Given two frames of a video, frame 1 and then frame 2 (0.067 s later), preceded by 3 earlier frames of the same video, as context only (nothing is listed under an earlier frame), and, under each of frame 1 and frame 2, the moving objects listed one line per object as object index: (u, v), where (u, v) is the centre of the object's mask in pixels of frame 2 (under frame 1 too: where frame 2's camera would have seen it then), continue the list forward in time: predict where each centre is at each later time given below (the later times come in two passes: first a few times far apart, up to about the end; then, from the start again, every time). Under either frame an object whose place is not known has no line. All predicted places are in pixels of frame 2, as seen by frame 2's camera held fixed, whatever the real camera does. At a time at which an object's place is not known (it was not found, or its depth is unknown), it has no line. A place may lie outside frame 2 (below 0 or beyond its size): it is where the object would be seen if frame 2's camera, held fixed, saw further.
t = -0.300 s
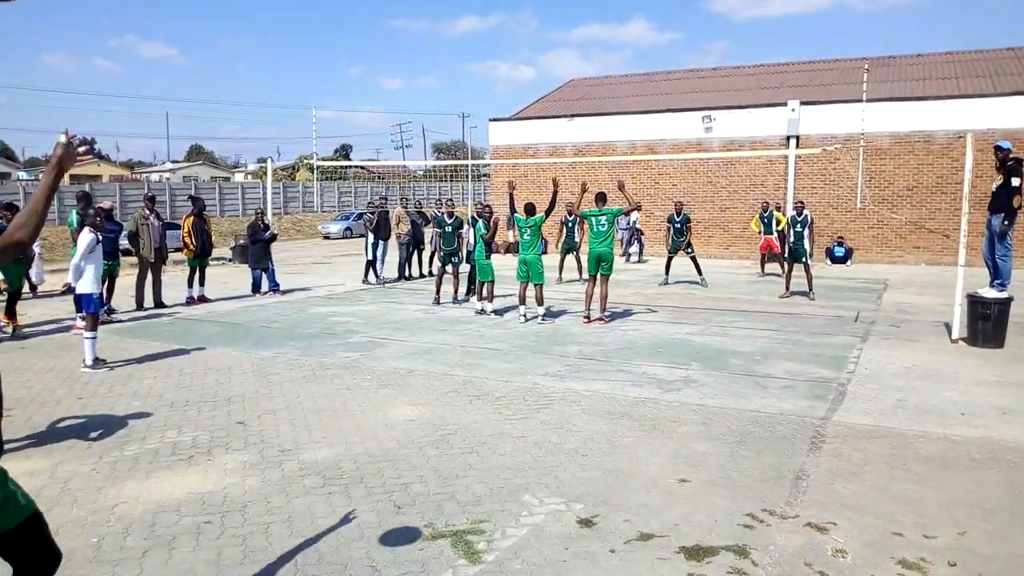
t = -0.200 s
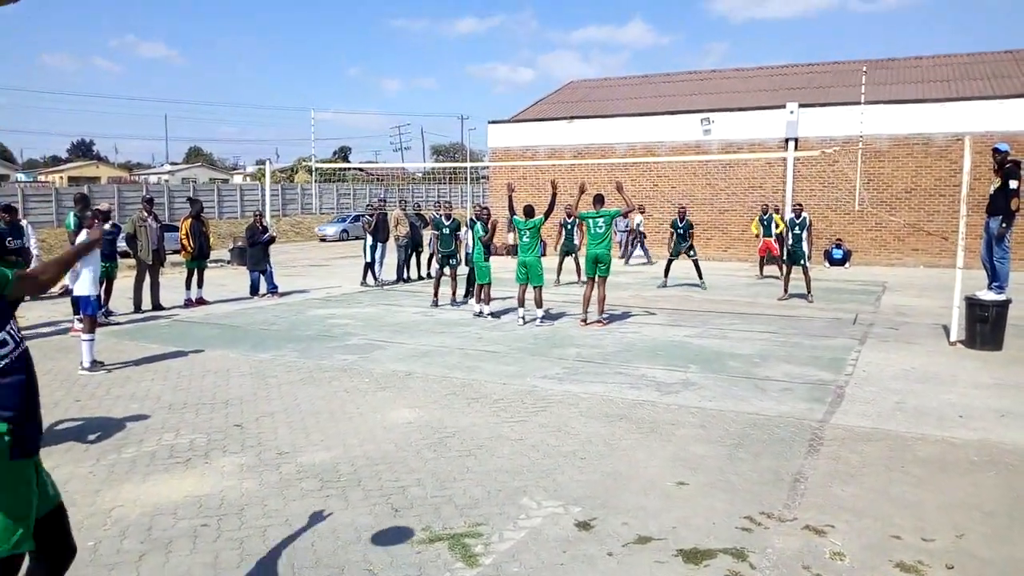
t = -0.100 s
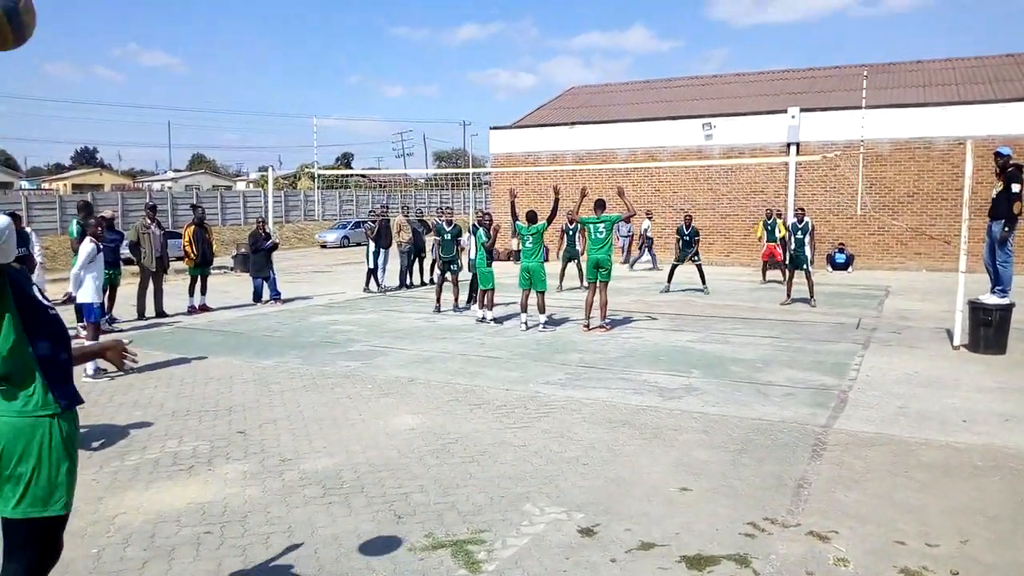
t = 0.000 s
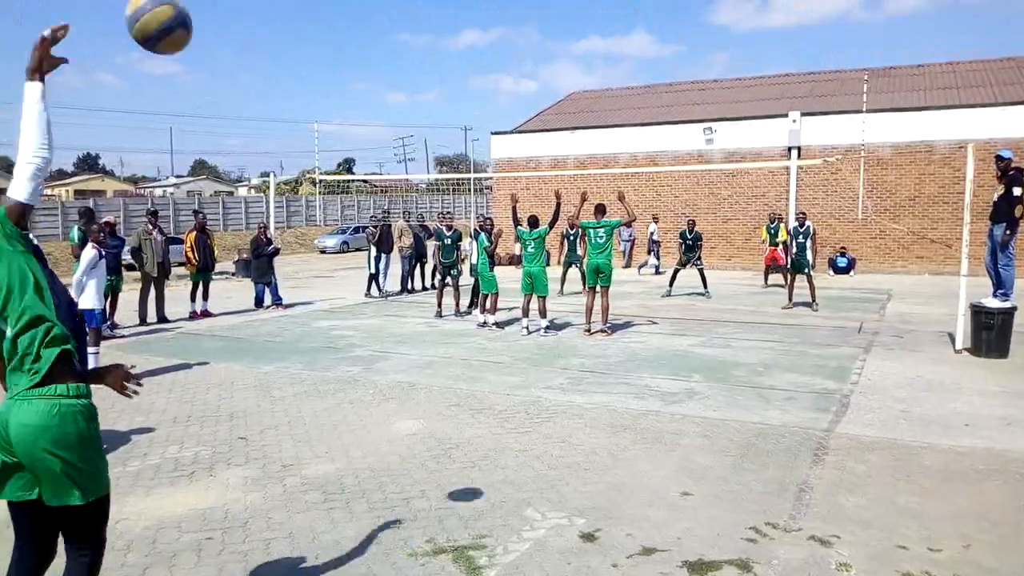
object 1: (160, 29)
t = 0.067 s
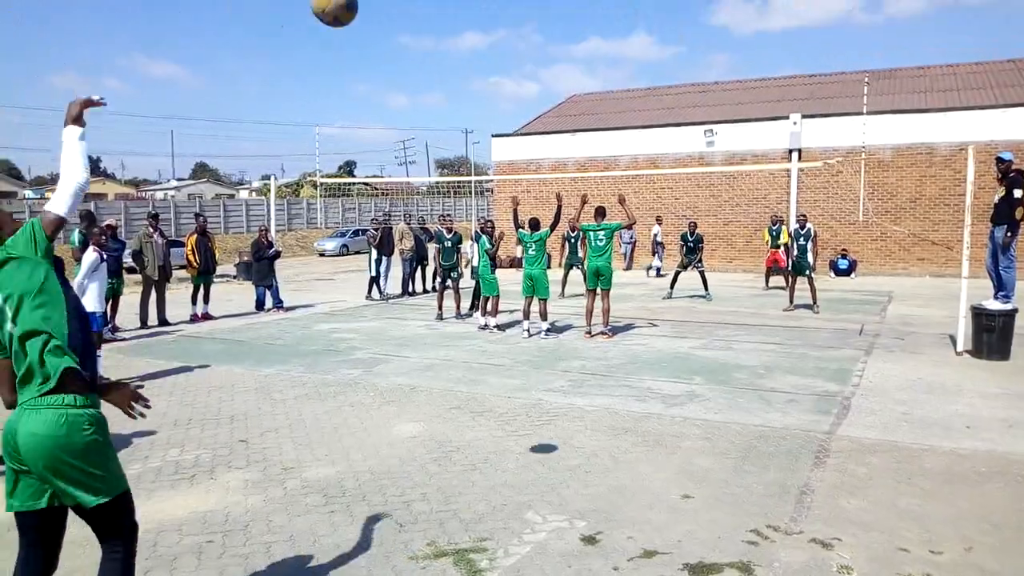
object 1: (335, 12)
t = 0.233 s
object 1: (548, 12)
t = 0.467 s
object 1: (672, 81)
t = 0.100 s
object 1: (395, 9)
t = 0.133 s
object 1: (444, 7)
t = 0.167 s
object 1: (485, 7)
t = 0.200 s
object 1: (519, 9)
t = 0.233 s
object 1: (548, 12)
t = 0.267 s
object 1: (573, 20)
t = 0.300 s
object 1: (595, 28)
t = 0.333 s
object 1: (614, 37)
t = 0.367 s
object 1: (631, 47)
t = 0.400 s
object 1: (646, 59)
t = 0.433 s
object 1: (660, 69)
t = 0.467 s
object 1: (672, 81)
